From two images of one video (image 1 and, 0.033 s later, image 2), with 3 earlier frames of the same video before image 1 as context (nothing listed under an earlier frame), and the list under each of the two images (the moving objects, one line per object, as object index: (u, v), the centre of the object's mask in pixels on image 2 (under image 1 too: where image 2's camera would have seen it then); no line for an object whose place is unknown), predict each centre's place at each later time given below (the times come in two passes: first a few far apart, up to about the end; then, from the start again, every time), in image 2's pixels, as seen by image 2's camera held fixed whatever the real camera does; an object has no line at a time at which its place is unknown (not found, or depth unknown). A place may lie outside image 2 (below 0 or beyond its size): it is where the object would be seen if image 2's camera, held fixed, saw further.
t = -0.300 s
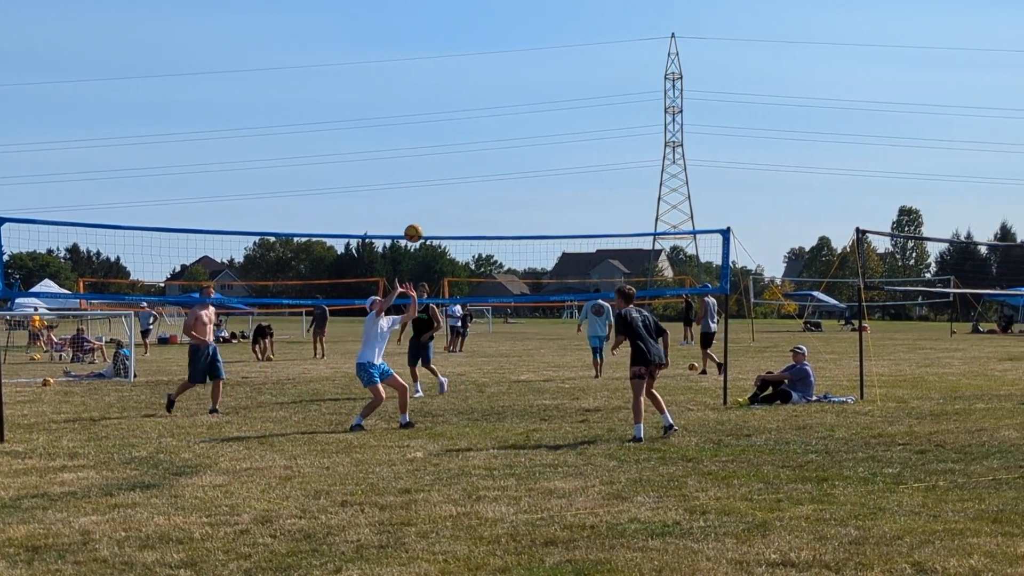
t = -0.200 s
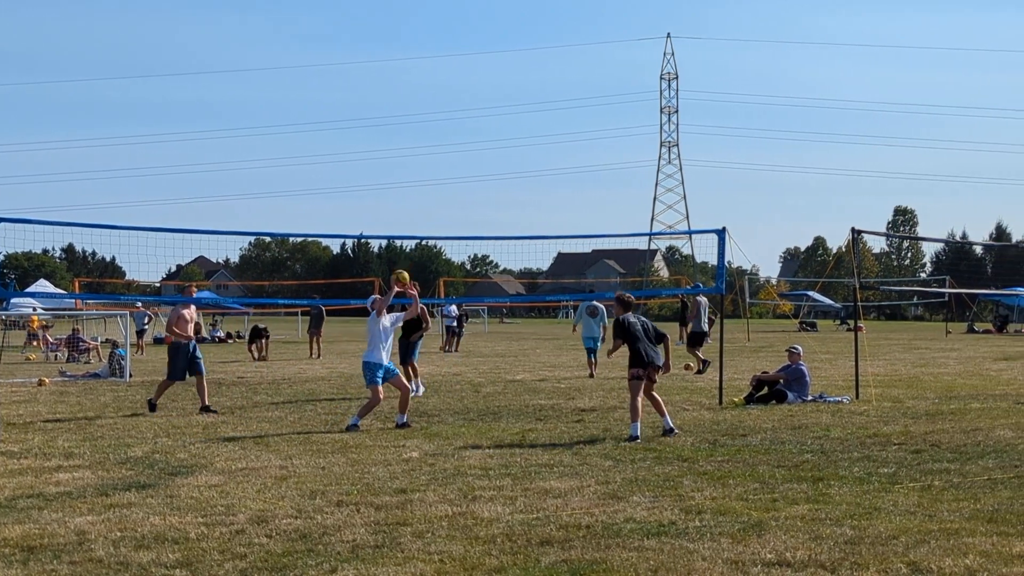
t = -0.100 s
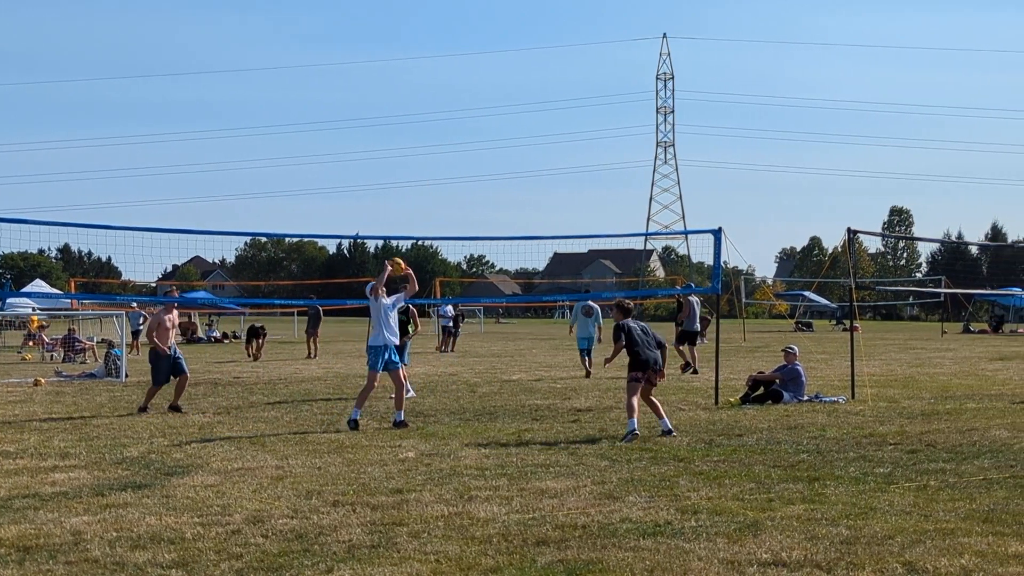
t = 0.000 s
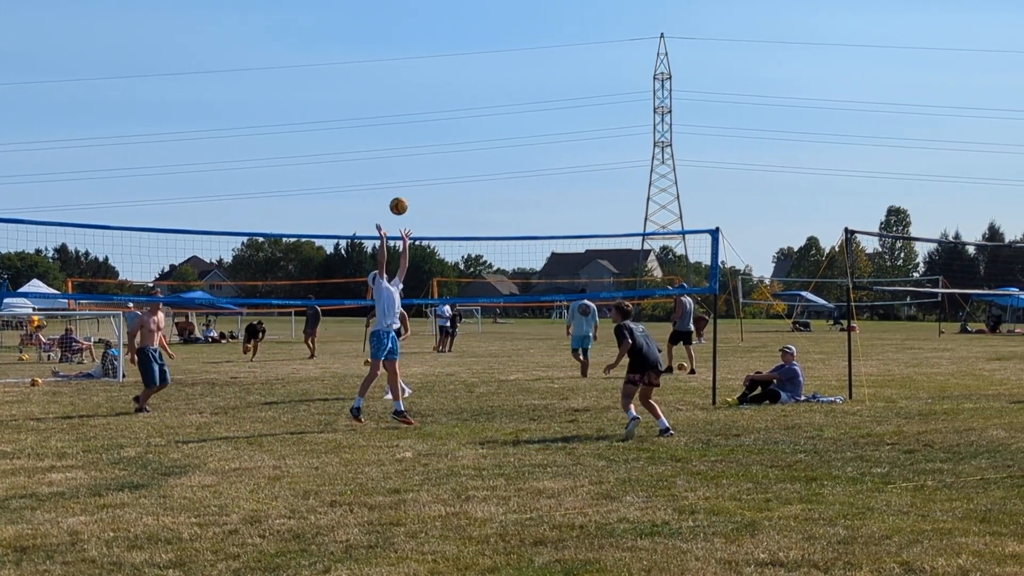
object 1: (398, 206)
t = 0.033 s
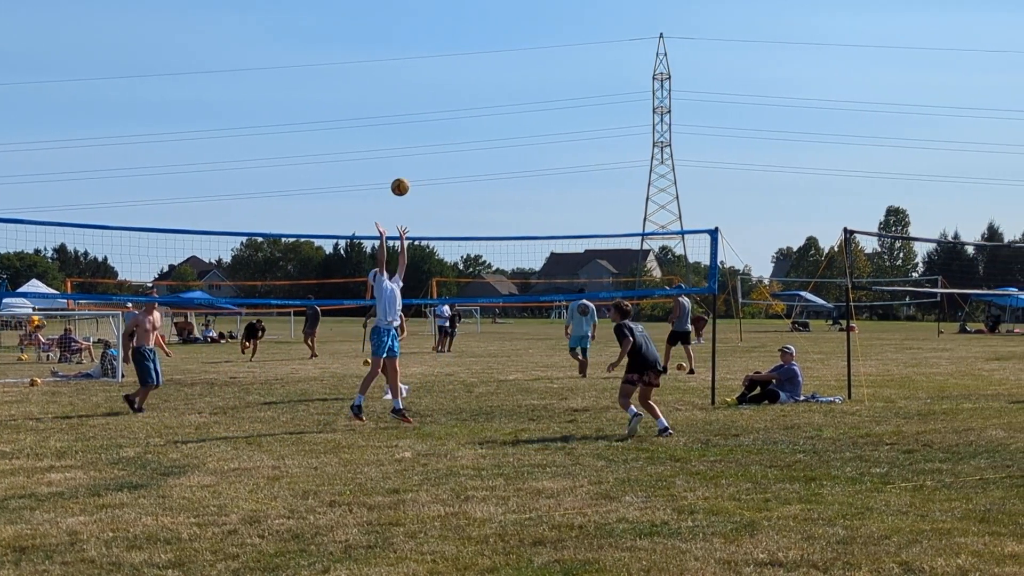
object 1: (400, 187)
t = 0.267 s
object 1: (415, 82)
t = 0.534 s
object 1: (434, 20)
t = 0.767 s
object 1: (452, 16)
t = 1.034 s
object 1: (477, 65)
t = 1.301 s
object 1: (508, 167)
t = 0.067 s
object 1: (402, 169)
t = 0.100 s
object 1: (404, 152)
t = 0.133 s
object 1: (406, 136)
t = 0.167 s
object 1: (408, 121)
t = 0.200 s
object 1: (411, 107)
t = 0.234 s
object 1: (413, 94)
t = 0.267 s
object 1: (415, 82)
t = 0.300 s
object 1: (417, 71)
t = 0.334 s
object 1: (419, 61)
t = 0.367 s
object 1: (422, 52)
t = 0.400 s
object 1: (424, 43)
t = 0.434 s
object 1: (426, 36)
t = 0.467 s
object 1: (429, 30)
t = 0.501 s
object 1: (431, 24)
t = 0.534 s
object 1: (434, 20)
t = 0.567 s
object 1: (436, 17)
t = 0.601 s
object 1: (439, 14)
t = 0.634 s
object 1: (441, 13)
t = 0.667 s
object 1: (444, 12)
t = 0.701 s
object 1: (447, 12)
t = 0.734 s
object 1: (450, 13)
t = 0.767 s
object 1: (452, 16)
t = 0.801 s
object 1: (455, 19)
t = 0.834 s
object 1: (458, 22)
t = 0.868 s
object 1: (461, 27)
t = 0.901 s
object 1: (464, 33)
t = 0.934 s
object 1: (467, 40)
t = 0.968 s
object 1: (470, 47)
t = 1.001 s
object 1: (474, 55)
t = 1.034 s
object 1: (477, 65)
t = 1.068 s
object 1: (481, 75)
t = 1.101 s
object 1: (485, 85)
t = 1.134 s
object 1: (488, 97)
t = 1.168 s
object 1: (492, 110)
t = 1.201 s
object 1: (496, 123)
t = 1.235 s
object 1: (500, 137)
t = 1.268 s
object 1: (504, 152)
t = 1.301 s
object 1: (508, 167)
